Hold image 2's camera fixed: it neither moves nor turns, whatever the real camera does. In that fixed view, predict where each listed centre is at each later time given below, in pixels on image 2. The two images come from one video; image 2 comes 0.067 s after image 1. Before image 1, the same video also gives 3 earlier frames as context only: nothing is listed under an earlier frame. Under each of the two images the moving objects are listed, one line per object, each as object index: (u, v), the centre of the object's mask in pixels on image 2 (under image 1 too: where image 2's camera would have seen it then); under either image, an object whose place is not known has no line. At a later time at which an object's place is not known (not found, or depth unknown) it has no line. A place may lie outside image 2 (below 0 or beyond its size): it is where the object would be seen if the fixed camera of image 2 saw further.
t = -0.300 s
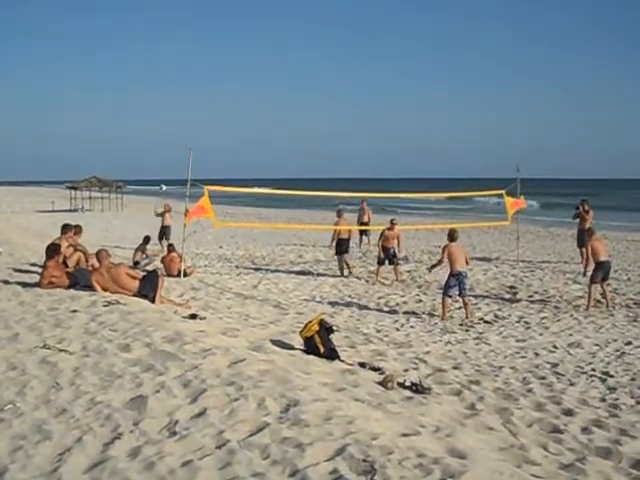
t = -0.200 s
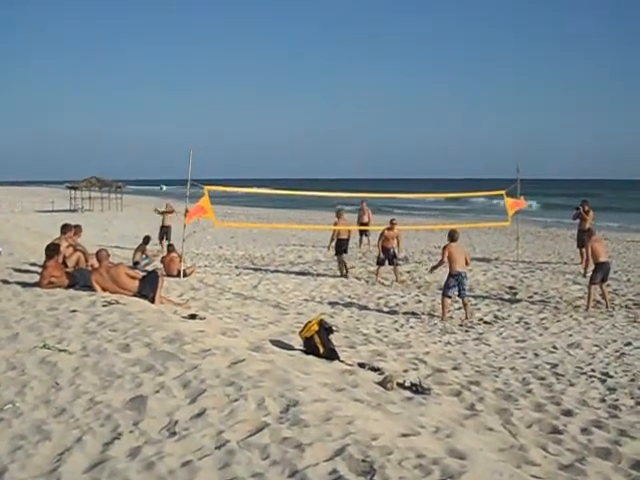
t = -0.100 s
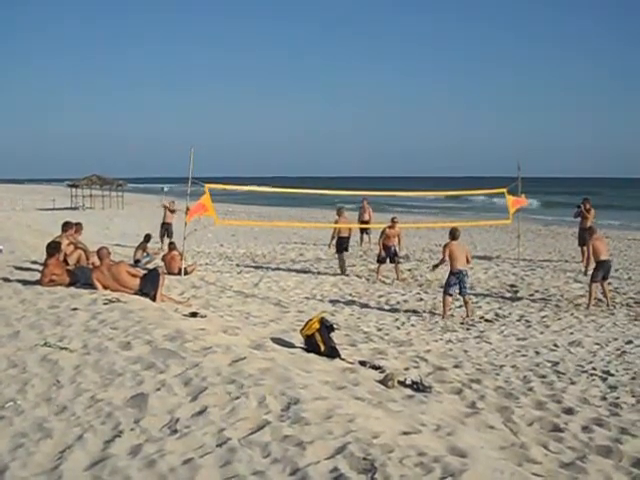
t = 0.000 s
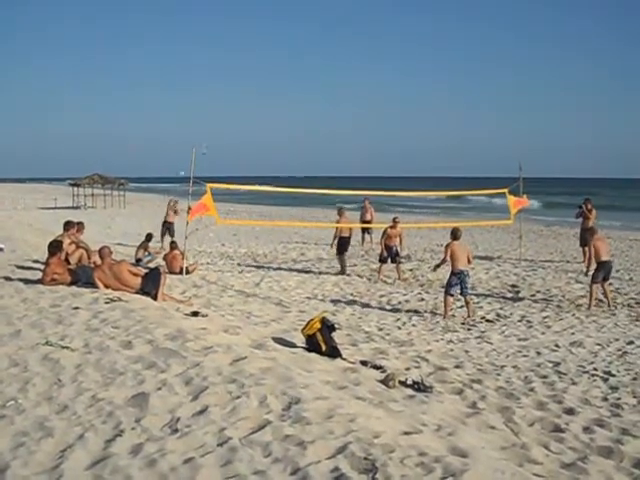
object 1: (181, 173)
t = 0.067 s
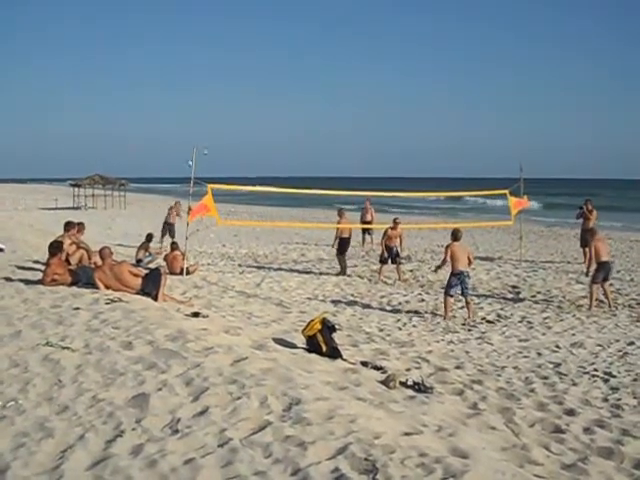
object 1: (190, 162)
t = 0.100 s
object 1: (195, 159)
